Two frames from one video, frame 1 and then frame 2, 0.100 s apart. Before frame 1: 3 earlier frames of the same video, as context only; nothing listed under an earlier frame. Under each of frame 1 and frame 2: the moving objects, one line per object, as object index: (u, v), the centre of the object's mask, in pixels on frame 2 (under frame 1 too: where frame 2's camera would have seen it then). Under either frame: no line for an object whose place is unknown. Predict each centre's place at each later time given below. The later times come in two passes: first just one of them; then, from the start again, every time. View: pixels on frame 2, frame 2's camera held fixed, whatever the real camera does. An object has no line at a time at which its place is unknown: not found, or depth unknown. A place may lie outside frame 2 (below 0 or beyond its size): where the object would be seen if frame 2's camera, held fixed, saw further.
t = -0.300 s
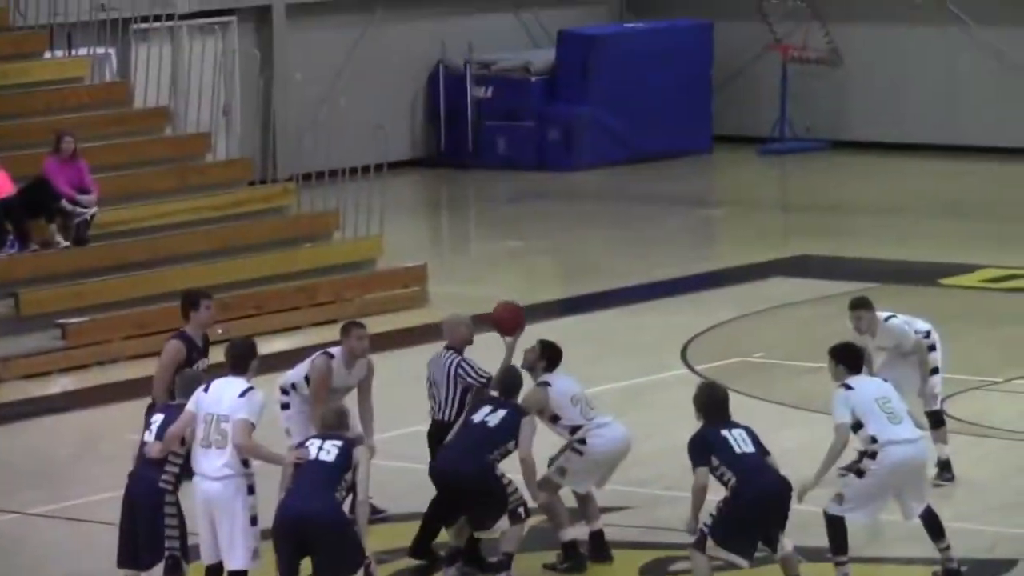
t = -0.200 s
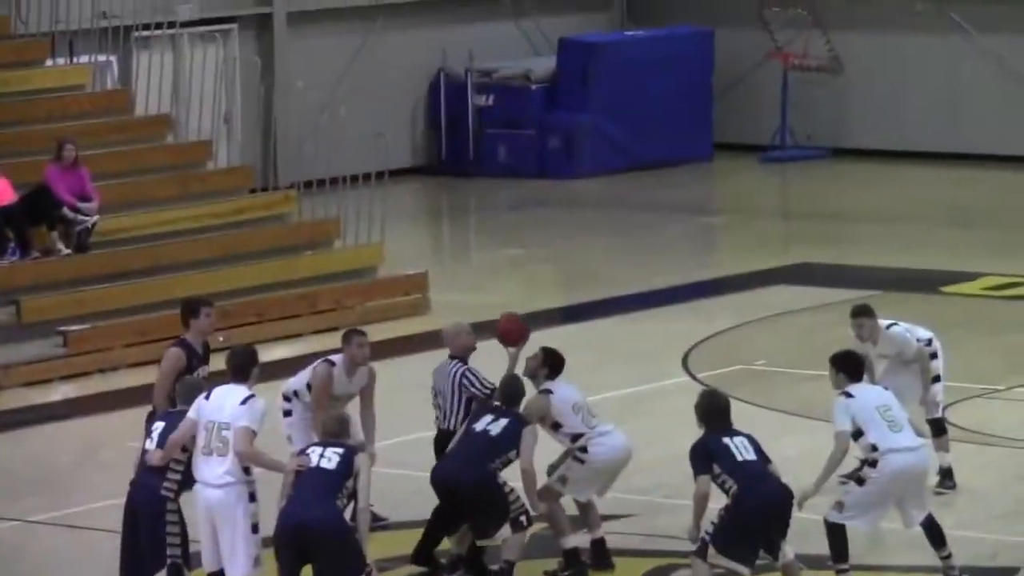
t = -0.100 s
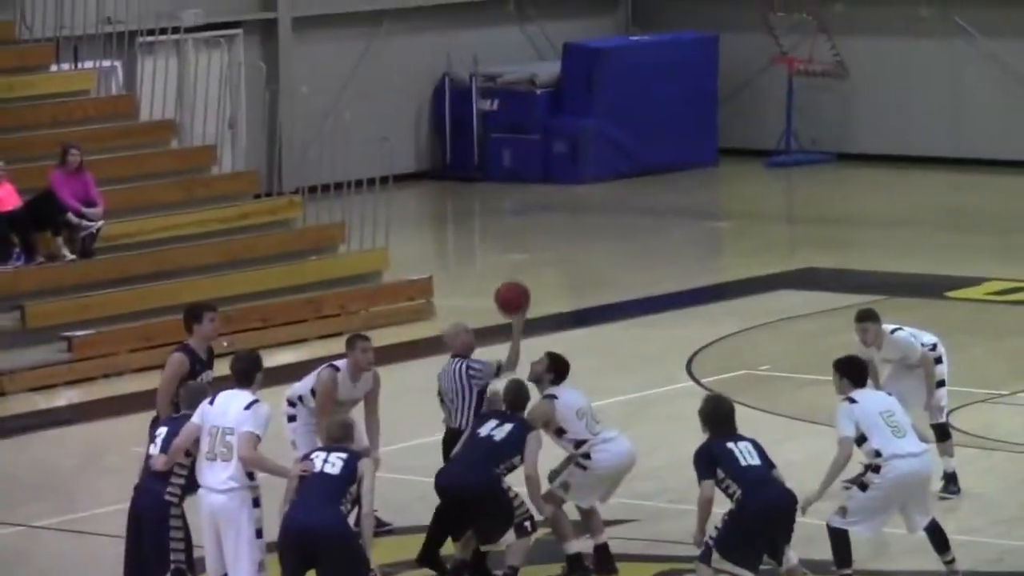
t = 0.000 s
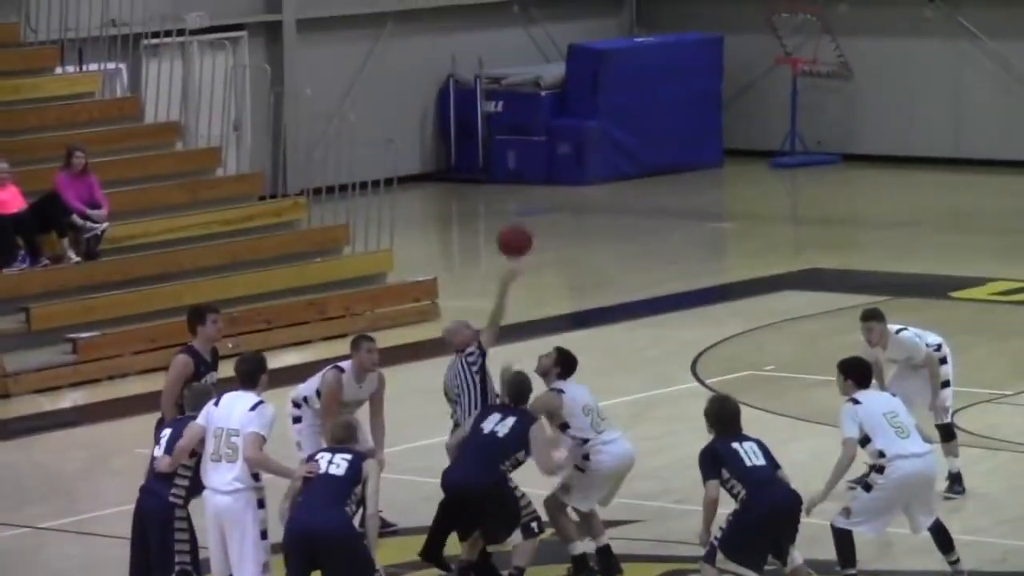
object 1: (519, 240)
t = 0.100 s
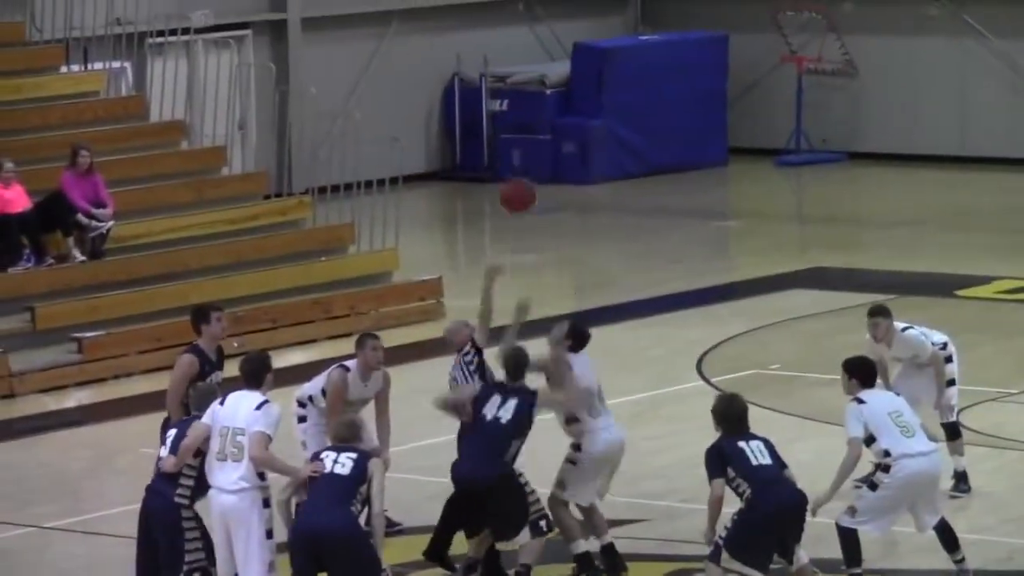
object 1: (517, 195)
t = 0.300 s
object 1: (515, 149)
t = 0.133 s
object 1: (516, 183)
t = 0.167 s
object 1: (516, 172)
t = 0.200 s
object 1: (515, 166)
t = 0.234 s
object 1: (515, 158)
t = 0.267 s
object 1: (514, 153)
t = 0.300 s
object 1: (515, 149)
